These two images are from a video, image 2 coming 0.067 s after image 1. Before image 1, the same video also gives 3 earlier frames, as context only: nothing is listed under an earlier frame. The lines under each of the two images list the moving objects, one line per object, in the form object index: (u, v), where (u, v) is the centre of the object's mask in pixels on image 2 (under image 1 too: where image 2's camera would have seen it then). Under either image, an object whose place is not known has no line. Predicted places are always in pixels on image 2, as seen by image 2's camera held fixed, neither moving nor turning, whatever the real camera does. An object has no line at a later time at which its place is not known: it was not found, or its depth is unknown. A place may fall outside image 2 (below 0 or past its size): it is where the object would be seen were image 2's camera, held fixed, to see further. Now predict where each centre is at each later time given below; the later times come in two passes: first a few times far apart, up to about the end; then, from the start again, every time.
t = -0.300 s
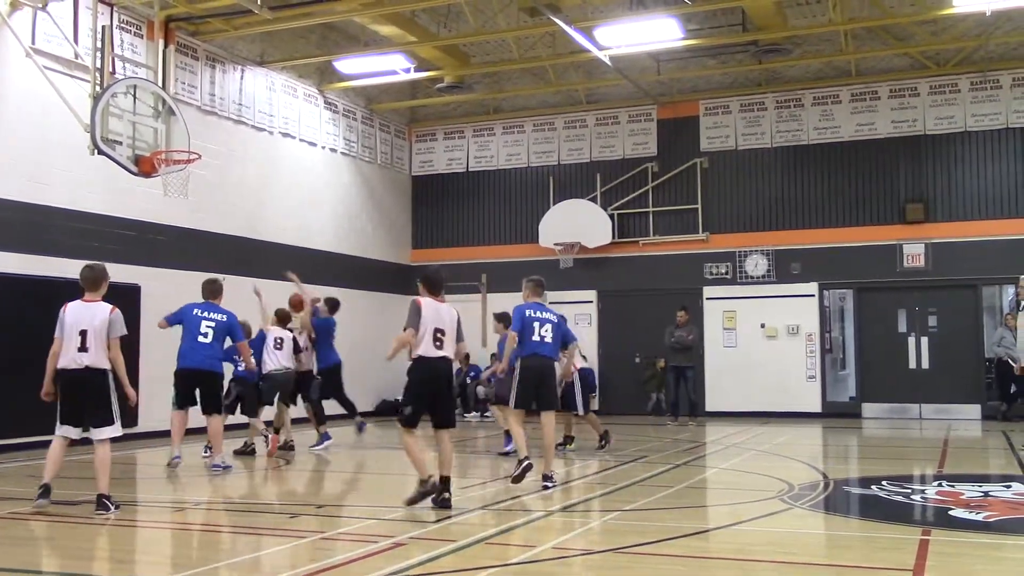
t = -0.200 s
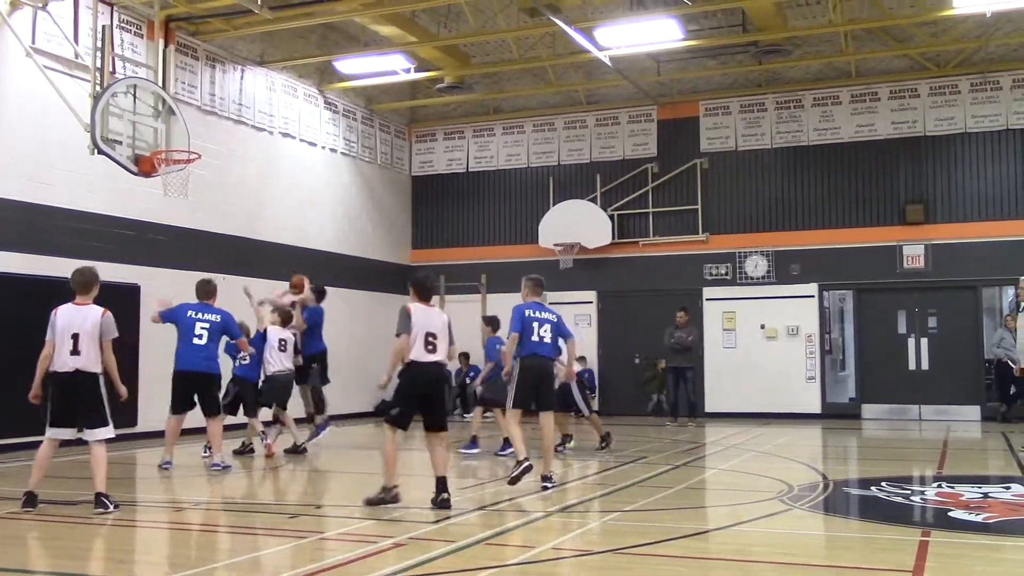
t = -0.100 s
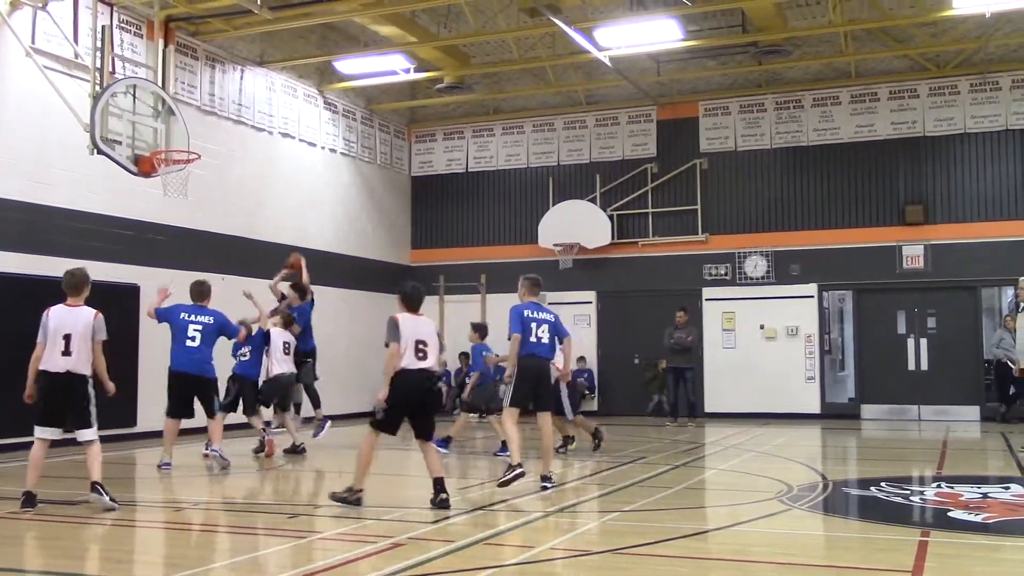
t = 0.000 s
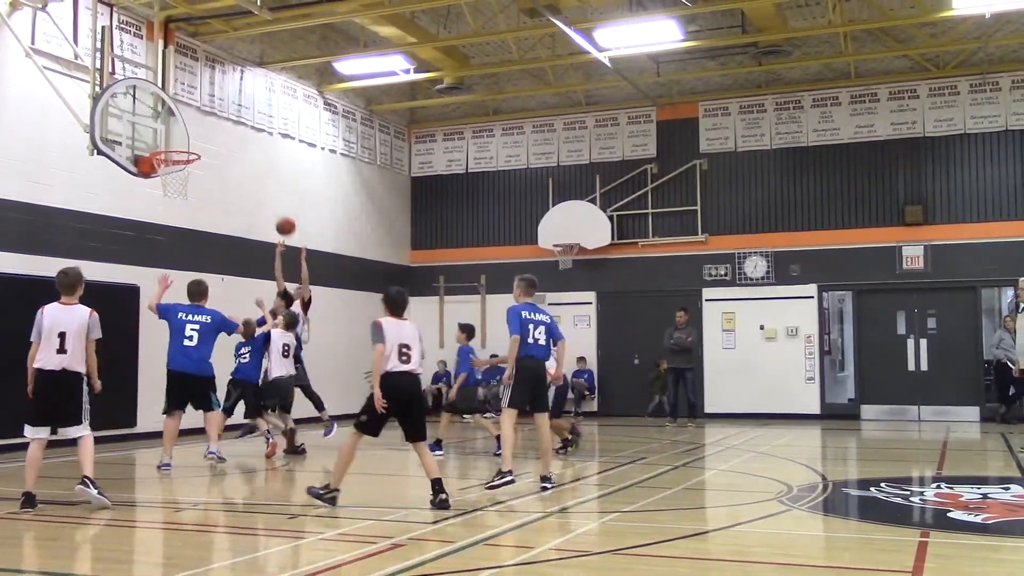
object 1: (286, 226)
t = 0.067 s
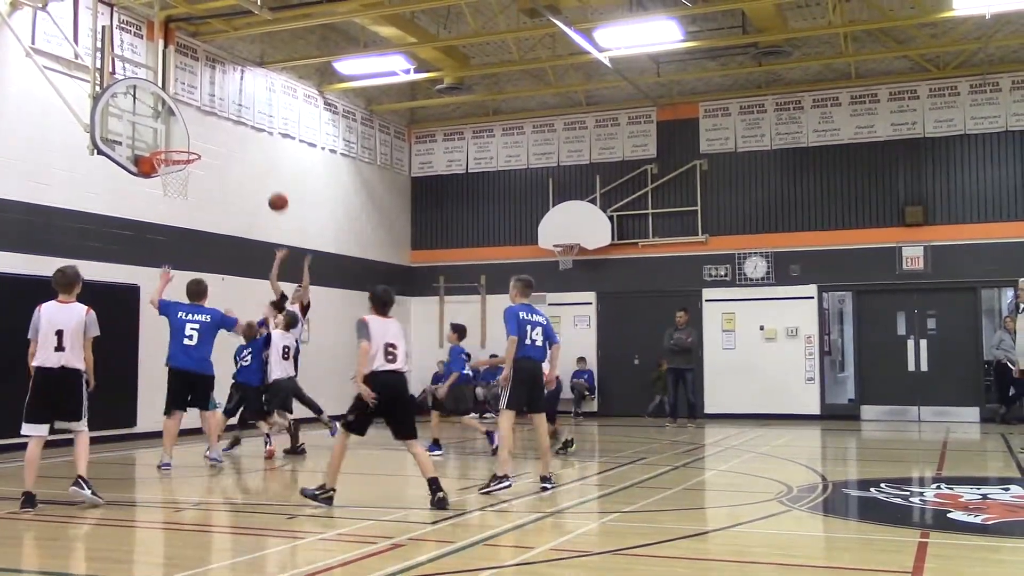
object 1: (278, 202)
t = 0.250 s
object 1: (256, 152)
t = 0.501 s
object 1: (222, 127)
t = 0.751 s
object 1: (184, 149)
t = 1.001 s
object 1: (175, 152)
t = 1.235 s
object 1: (202, 153)
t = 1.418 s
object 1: (219, 188)
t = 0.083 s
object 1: (276, 196)
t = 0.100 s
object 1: (274, 191)
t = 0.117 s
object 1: (272, 186)
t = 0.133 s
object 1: (270, 181)
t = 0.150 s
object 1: (268, 176)
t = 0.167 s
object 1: (266, 172)
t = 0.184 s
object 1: (264, 167)
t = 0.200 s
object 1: (262, 163)
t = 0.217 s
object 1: (260, 159)
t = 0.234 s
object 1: (258, 156)
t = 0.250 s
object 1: (256, 152)
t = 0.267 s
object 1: (254, 149)
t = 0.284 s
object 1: (251, 146)
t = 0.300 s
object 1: (250, 143)
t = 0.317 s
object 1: (247, 140)
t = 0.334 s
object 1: (245, 138)
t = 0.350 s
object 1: (243, 136)
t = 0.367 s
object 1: (241, 134)
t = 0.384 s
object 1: (238, 133)
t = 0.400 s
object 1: (236, 132)
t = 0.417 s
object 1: (234, 131)
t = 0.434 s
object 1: (232, 129)
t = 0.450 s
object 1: (229, 128)
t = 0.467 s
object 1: (227, 128)
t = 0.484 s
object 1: (225, 127)
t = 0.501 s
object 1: (222, 127)
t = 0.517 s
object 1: (220, 128)
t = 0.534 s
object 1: (218, 128)
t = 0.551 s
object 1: (215, 128)
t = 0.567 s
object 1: (213, 130)
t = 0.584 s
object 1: (210, 131)
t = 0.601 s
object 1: (208, 133)
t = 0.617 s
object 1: (205, 135)
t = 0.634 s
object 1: (203, 136)
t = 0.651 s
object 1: (200, 139)
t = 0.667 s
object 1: (198, 142)
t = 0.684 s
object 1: (195, 144)
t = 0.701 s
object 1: (193, 147)
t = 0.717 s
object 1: (190, 148)
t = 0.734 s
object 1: (187, 148)
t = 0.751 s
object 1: (184, 149)
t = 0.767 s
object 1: (181, 150)
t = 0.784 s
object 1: (178, 152)
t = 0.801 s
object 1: (174, 152)
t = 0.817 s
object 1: (171, 153)
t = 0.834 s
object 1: (168, 153)
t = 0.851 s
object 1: (166, 154)
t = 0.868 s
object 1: (165, 154)
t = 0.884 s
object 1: (164, 154)
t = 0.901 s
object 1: (164, 154)
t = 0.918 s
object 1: (165, 154)
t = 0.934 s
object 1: (165, 154)
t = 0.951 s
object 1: (167, 154)
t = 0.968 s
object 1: (170, 153)
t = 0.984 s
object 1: (173, 153)
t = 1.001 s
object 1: (175, 152)
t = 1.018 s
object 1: (177, 151)
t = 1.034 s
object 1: (179, 151)
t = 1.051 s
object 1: (182, 148)
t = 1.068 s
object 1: (184, 148)
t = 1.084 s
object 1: (186, 147)
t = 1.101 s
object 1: (188, 147)
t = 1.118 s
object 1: (190, 147)
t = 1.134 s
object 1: (192, 148)
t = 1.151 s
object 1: (193, 148)
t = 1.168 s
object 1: (195, 148)
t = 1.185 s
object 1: (197, 149)
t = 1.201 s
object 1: (199, 150)
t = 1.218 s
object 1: (200, 152)
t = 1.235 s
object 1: (202, 153)
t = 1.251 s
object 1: (204, 155)
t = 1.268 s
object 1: (206, 158)
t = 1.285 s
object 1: (207, 160)
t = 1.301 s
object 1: (208, 163)
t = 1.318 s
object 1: (209, 165)
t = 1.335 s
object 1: (211, 168)
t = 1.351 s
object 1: (212, 172)
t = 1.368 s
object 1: (214, 176)
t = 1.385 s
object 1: (215, 180)
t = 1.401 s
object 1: (217, 184)
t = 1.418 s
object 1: (219, 188)
